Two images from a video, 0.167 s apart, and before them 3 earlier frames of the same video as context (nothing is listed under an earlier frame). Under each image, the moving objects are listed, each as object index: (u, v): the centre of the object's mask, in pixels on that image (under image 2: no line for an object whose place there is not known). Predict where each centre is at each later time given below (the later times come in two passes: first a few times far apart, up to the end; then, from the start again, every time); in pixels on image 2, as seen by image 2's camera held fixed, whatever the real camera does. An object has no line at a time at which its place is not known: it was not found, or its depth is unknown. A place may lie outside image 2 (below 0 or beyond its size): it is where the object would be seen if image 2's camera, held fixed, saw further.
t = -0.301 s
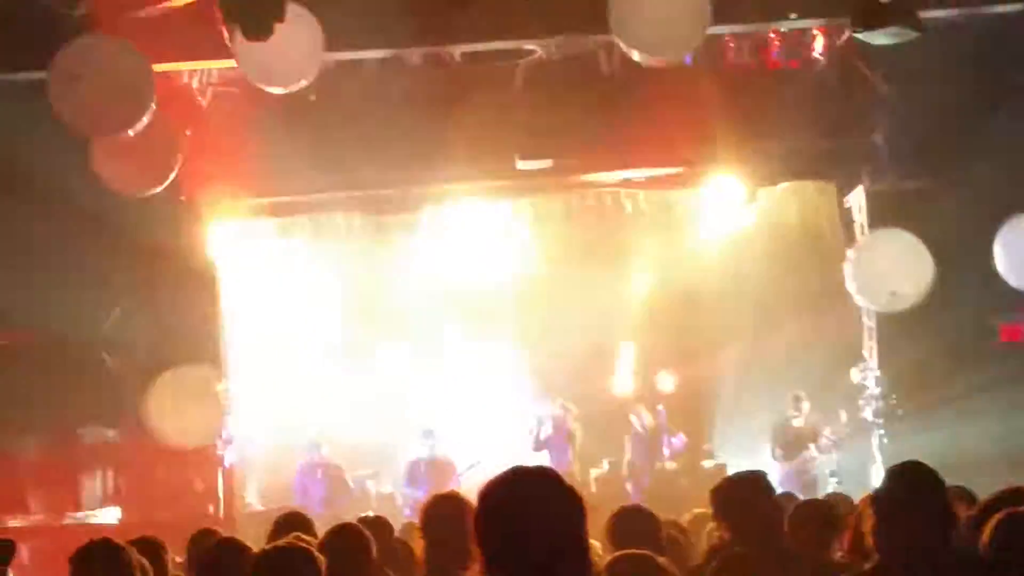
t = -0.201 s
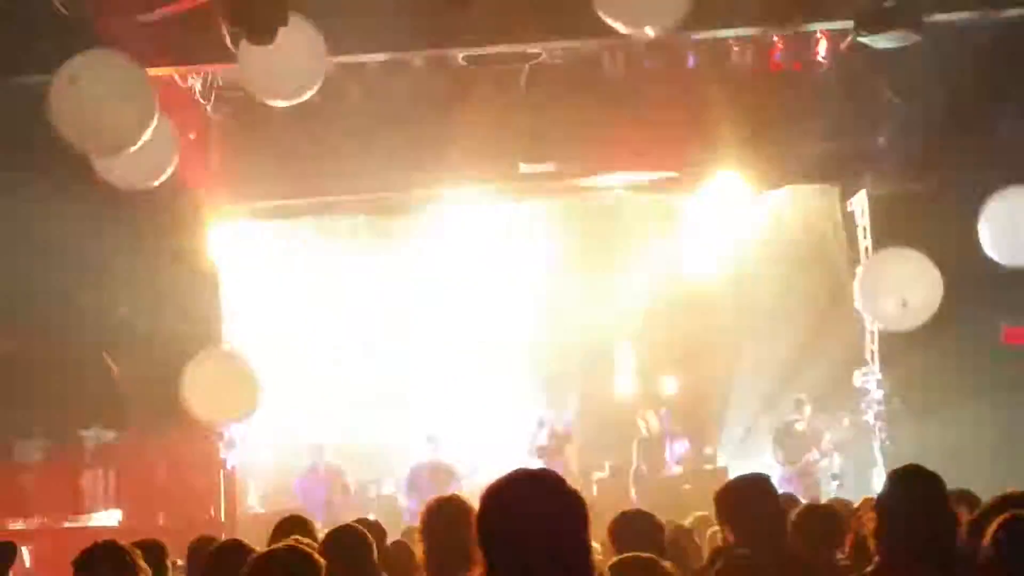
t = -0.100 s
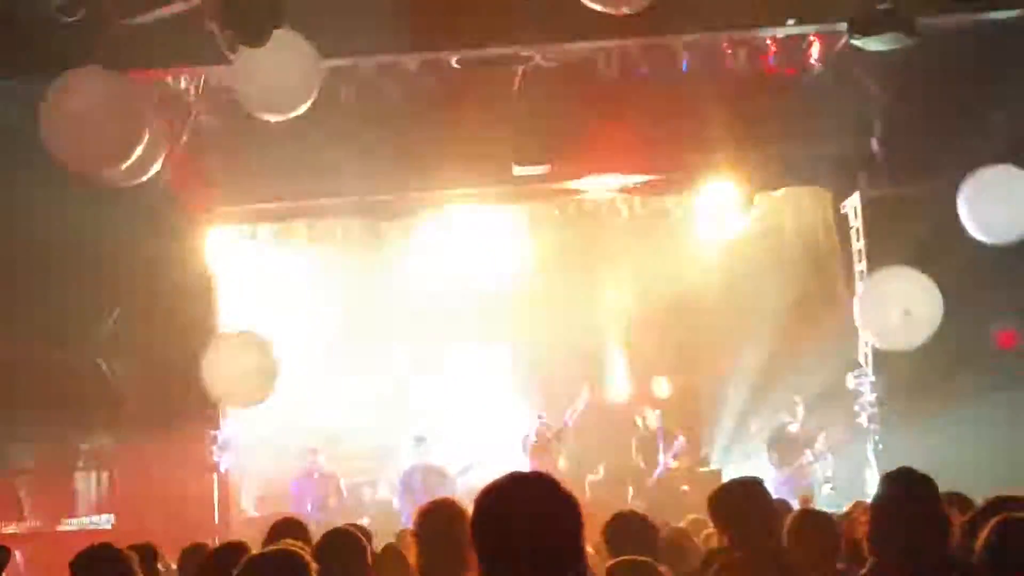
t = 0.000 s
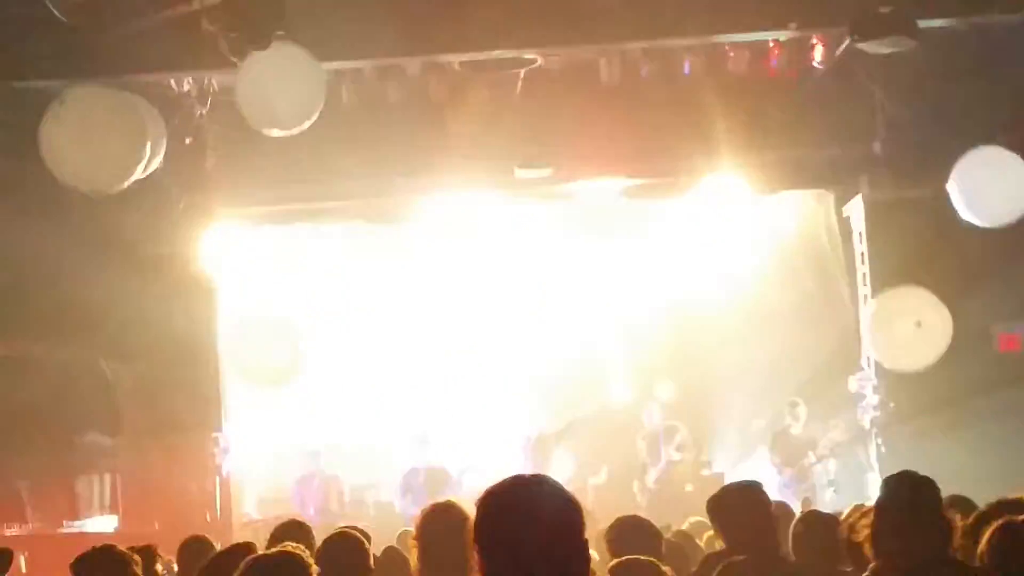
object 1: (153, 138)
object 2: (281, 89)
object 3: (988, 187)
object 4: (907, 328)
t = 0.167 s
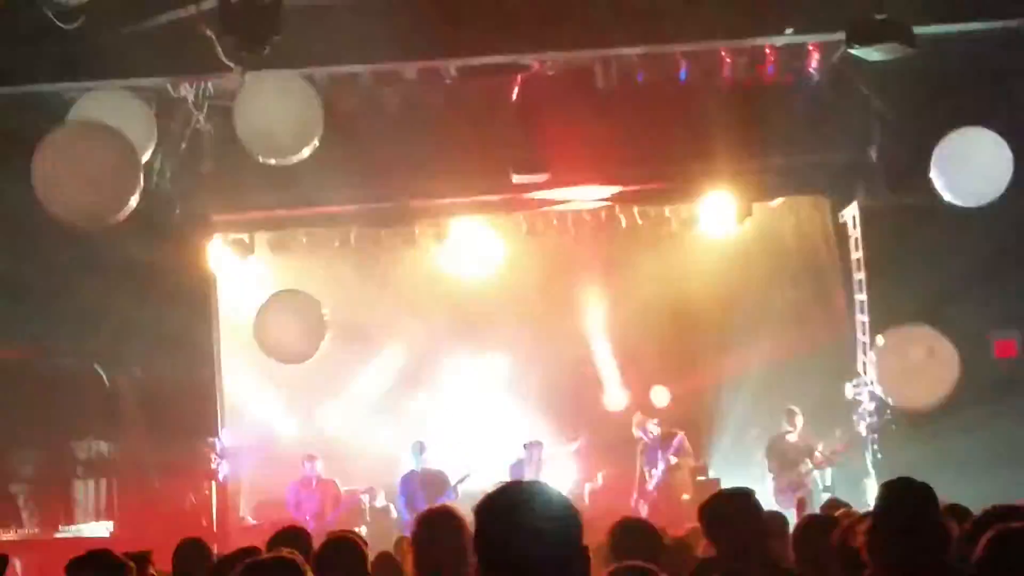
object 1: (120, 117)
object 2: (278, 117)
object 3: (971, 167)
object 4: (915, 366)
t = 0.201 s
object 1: (116, 116)
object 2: (279, 122)
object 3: (969, 163)
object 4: (917, 372)
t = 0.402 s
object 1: (106, 120)
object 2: (284, 152)
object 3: (954, 144)
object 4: (928, 416)
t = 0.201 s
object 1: (116, 116)
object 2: (279, 122)
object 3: (969, 163)
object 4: (917, 372)
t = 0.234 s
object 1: (114, 119)
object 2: (280, 126)
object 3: (966, 158)
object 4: (920, 379)
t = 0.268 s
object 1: (112, 119)
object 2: (281, 132)
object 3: (963, 155)
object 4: (921, 386)
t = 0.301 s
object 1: (110, 121)
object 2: (283, 137)
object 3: (960, 151)
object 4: (922, 392)
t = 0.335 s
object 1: (109, 122)
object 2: (283, 142)
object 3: (960, 148)
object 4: (924, 400)
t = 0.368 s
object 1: (107, 121)
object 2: (284, 146)
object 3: (957, 146)
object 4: (925, 409)
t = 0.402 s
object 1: (106, 120)
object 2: (284, 152)
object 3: (954, 144)
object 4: (928, 416)
